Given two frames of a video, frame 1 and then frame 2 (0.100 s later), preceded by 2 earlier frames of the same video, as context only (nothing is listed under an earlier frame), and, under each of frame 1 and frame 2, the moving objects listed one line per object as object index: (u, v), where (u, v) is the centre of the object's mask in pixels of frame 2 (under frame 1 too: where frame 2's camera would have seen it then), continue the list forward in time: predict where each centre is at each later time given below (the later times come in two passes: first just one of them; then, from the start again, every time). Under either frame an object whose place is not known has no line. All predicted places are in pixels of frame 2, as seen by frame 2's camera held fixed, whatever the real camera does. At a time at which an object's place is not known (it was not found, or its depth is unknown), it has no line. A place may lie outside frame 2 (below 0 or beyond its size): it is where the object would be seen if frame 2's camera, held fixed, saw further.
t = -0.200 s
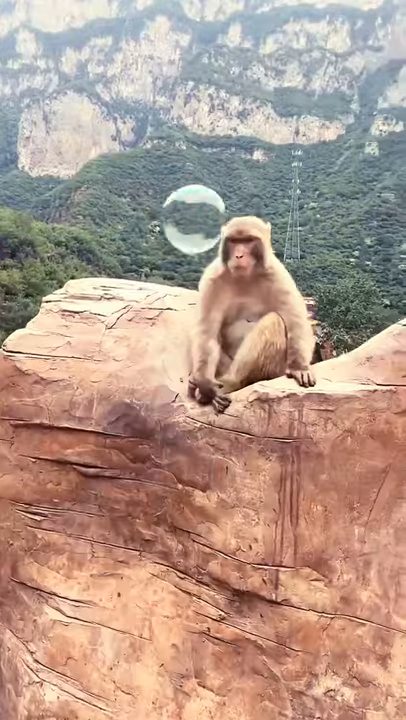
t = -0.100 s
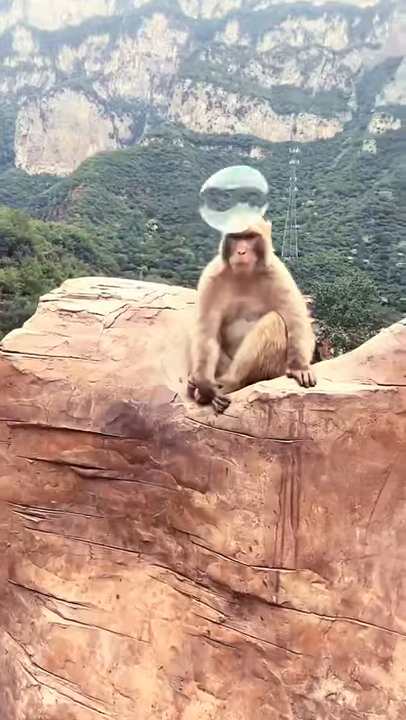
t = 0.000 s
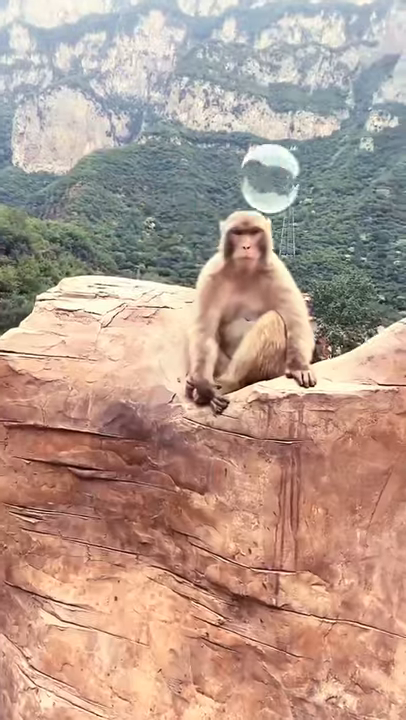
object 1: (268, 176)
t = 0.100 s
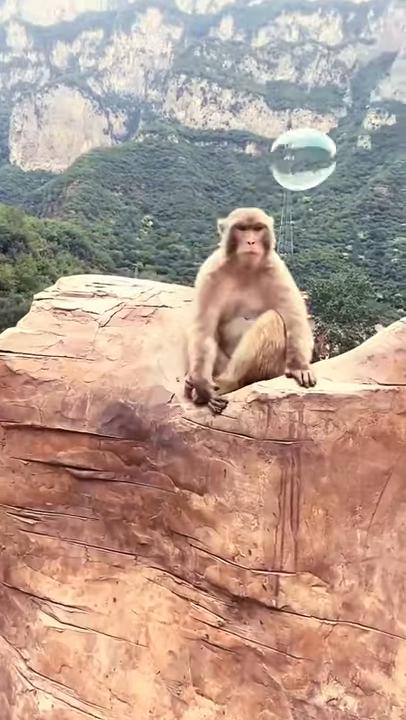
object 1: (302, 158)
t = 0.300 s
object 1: (357, 129)
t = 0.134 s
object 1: (312, 153)
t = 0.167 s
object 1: (323, 147)
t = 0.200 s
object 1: (333, 142)
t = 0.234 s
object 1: (341, 138)
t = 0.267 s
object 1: (349, 133)
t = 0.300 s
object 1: (357, 129)
